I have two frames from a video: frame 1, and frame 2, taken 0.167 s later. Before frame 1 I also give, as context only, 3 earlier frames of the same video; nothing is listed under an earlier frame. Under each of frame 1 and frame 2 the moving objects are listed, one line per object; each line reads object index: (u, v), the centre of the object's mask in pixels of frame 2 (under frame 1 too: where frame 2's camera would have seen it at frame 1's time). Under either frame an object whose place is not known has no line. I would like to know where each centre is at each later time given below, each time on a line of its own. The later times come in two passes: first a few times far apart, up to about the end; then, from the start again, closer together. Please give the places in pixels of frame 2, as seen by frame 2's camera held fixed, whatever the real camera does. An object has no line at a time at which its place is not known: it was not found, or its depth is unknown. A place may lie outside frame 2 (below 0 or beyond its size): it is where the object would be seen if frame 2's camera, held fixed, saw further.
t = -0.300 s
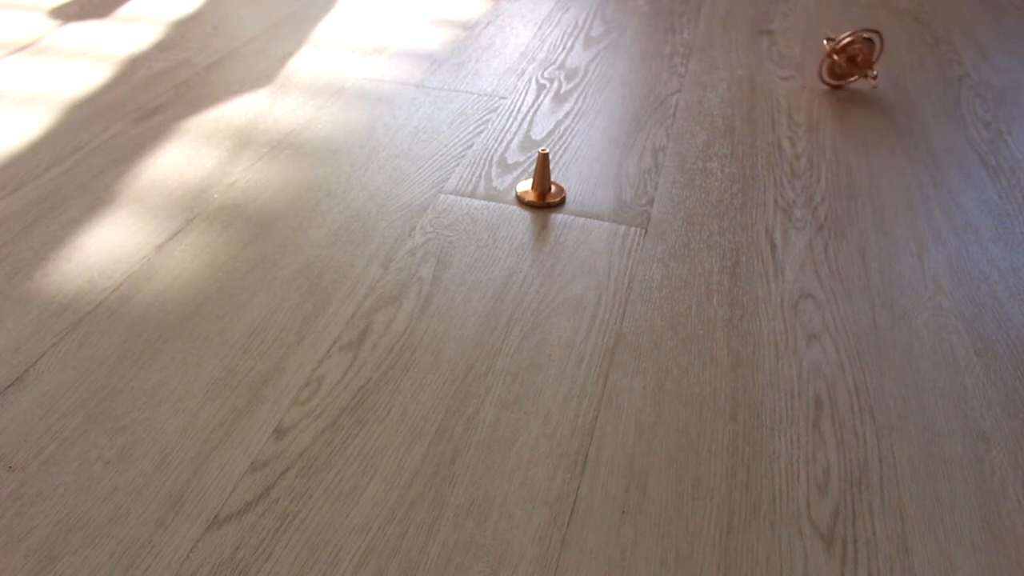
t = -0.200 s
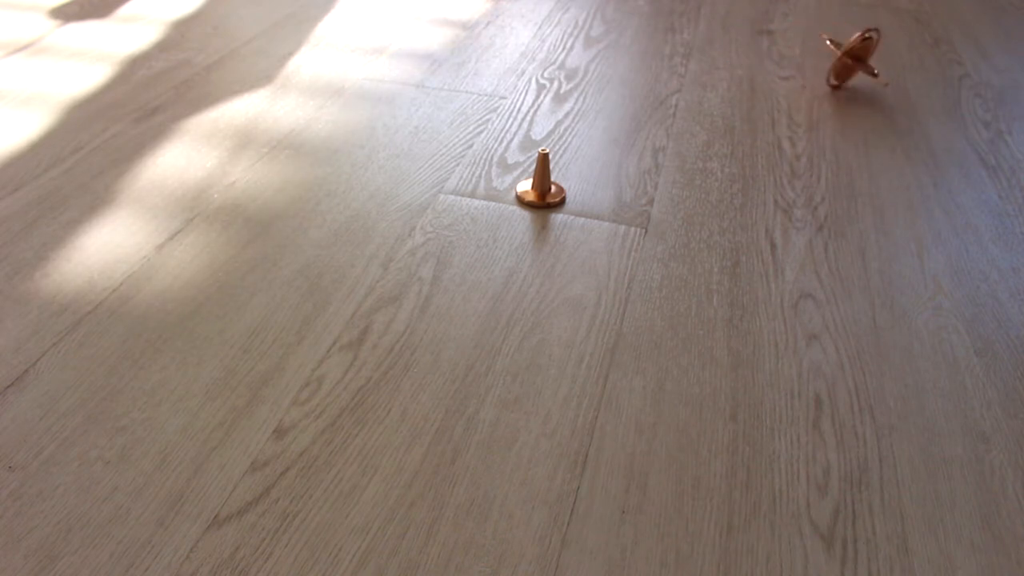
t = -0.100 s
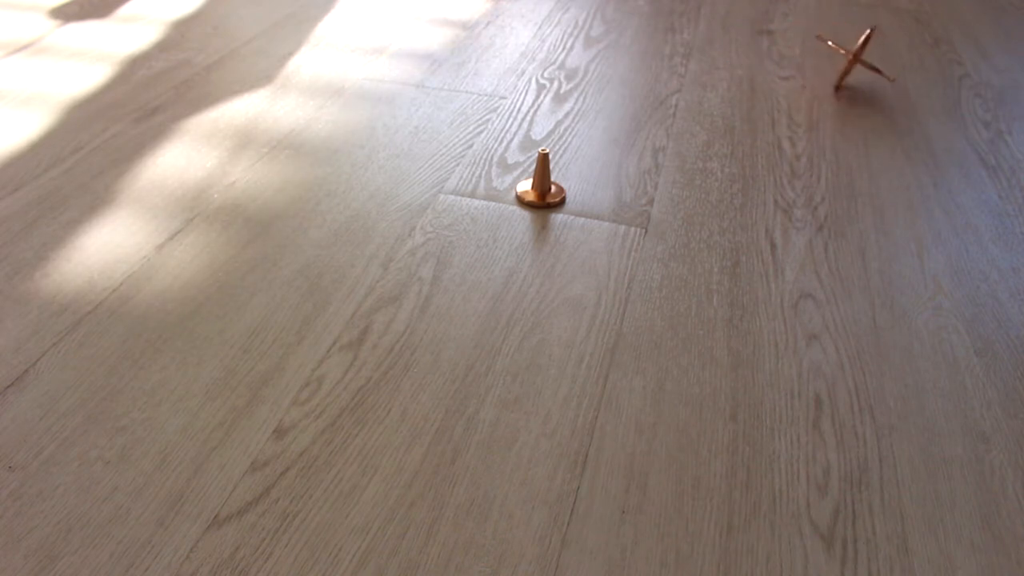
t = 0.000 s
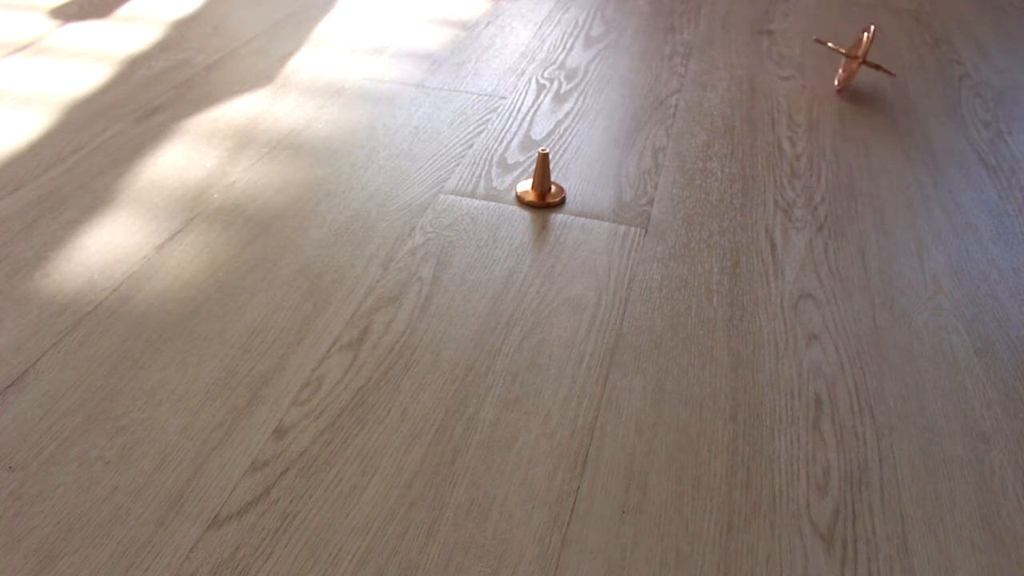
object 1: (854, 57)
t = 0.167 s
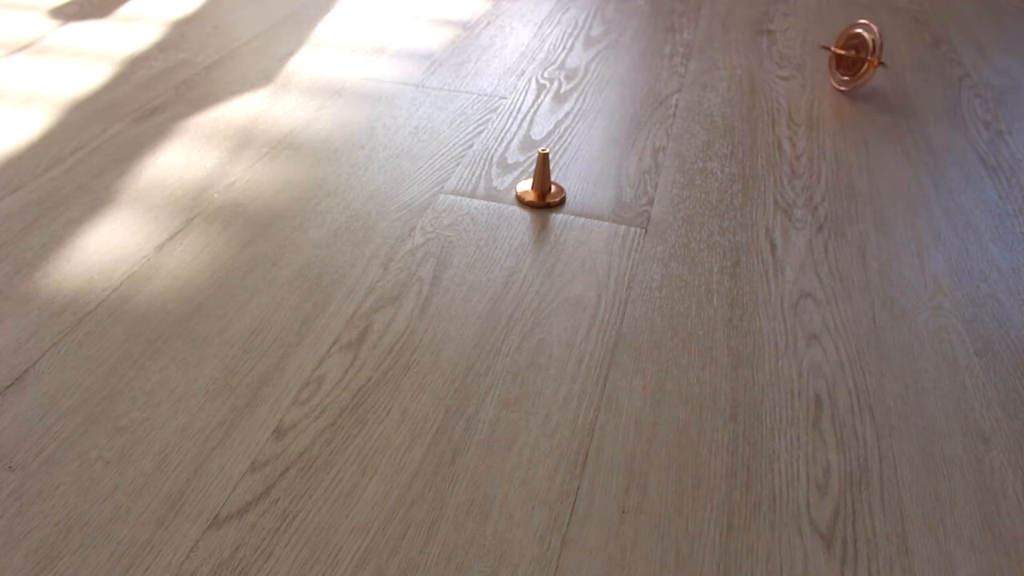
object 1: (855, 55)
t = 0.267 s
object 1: (855, 55)
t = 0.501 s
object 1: (854, 55)
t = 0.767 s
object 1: (855, 55)
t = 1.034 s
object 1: (855, 56)
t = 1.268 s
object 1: (859, 59)
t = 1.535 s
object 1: (876, 63)
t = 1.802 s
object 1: (886, 61)
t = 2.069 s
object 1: (881, 55)
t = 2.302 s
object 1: (873, 53)
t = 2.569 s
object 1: (868, 54)
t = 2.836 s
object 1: (871, 59)
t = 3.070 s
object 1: (887, 63)
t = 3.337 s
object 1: (898, 63)
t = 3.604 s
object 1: (895, 56)
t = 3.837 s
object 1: (882, 54)
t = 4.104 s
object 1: (876, 58)
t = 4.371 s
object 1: (885, 62)
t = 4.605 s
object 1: (897, 63)
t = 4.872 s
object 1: (900, 61)
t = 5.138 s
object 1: (896, 60)
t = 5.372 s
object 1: (895, 59)
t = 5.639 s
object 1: (894, 62)
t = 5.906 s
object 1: (908, 66)
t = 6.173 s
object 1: (918, 66)
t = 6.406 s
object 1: (913, 61)
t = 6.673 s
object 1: (901, 59)
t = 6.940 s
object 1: (903, 67)
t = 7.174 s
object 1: (928, 74)
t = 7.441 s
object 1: (925, 65)
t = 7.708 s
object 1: (898, 63)
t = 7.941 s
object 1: (919, 75)
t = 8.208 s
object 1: (938, 75)
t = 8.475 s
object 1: (918, 74)
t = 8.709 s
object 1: (909, 83)
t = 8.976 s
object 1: (888, 86)
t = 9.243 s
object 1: (889, 86)
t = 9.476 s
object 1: (895, 86)
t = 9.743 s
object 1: (903, 84)
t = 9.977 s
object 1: (906, 83)
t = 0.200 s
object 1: (855, 56)
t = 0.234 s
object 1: (855, 55)
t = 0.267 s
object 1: (855, 55)
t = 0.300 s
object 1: (854, 55)
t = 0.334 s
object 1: (854, 55)
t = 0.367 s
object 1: (854, 55)
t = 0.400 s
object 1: (854, 55)
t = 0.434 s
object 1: (854, 55)
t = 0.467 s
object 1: (854, 55)
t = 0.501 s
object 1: (854, 55)
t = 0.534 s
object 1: (854, 55)
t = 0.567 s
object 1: (854, 55)
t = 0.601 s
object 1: (854, 55)
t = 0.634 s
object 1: (854, 55)
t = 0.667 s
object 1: (854, 55)
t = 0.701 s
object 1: (854, 55)
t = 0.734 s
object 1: (854, 55)
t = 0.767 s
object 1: (855, 55)
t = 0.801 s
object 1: (855, 55)
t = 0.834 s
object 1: (855, 55)
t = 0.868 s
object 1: (856, 55)
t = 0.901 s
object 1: (856, 55)
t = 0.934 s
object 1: (855, 55)
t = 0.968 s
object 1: (855, 56)
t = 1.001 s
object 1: (855, 56)
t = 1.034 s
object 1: (855, 56)
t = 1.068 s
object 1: (855, 57)
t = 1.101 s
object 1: (856, 56)
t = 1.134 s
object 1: (856, 57)
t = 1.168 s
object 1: (856, 57)
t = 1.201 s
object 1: (857, 57)
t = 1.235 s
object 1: (858, 58)
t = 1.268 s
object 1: (859, 59)
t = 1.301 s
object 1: (860, 59)
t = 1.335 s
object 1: (862, 60)
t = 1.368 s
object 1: (864, 61)
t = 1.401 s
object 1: (866, 61)
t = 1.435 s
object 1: (869, 61)
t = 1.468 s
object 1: (871, 62)
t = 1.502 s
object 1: (874, 62)
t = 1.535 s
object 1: (876, 63)
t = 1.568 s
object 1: (878, 63)
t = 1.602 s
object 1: (880, 63)
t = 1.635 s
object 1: (882, 63)
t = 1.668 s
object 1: (883, 62)
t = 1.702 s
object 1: (885, 62)
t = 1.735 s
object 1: (885, 62)
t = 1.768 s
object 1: (886, 62)
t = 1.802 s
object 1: (886, 61)
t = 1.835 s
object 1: (887, 60)
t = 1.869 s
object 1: (887, 58)
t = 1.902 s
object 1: (886, 57)
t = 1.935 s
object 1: (885, 57)
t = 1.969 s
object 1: (885, 56)
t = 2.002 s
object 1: (883, 56)
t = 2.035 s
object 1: (882, 55)
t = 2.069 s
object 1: (881, 55)
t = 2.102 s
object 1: (880, 54)
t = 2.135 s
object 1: (879, 54)
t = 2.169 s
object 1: (878, 54)
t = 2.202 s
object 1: (877, 54)
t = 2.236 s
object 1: (875, 53)
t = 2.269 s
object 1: (874, 53)
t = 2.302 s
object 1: (873, 53)
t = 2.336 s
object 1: (872, 53)
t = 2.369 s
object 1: (871, 53)
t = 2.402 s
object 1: (870, 53)
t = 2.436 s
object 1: (869, 53)
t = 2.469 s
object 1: (869, 53)
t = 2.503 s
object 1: (868, 53)
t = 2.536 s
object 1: (868, 53)
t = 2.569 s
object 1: (868, 54)
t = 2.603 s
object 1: (868, 55)
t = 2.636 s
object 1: (868, 55)
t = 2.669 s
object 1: (868, 56)
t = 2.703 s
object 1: (869, 56)
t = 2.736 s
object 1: (869, 57)
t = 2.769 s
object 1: (869, 57)
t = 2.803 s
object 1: (870, 58)
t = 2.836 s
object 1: (871, 59)
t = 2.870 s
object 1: (873, 59)
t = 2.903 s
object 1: (875, 60)
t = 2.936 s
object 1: (877, 61)
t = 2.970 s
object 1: (880, 61)
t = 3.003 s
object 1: (882, 62)
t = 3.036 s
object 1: (885, 62)
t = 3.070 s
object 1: (887, 63)
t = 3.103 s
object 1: (890, 63)
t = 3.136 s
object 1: (892, 63)
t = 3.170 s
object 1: (894, 63)
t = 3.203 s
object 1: (895, 63)
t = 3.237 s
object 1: (896, 62)
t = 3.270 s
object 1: (897, 61)
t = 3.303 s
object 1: (898, 62)
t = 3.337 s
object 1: (898, 63)
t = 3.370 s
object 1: (898, 62)
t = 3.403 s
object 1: (899, 60)
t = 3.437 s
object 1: (899, 59)
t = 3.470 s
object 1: (899, 58)
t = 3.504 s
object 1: (898, 58)
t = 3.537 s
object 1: (897, 57)
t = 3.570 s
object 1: (896, 57)
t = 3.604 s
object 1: (895, 56)
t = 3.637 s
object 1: (893, 56)
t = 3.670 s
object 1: (892, 56)
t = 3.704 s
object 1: (890, 55)
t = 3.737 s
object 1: (889, 55)
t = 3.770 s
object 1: (887, 55)
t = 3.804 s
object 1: (885, 55)
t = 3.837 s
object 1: (882, 54)
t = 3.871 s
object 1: (881, 54)
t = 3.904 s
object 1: (879, 54)
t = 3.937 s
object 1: (878, 54)
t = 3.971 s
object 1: (878, 55)
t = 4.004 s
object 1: (877, 55)
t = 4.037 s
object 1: (877, 56)
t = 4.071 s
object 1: (876, 56)
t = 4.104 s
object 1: (876, 58)
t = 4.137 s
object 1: (876, 58)
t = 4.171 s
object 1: (877, 59)
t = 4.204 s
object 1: (878, 60)
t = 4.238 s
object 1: (879, 60)
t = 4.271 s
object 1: (880, 60)
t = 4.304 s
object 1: (881, 61)
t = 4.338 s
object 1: (883, 62)
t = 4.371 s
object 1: (885, 62)
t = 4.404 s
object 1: (887, 62)
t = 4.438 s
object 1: (889, 63)
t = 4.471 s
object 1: (891, 63)
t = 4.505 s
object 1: (893, 64)
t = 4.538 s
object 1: (894, 63)
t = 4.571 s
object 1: (896, 63)
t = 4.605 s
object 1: (897, 63)
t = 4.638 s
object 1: (899, 64)
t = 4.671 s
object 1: (899, 63)
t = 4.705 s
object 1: (899, 62)
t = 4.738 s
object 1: (898, 63)
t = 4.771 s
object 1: (899, 63)
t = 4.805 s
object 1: (900, 62)
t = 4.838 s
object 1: (900, 61)
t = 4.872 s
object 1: (900, 61)
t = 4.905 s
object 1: (900, 60)
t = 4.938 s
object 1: (899, 60)
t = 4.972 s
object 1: (899, 60)
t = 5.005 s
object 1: (898, 60)
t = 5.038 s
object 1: (898, 60)
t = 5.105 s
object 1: (897, 60)
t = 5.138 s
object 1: (896, 60)
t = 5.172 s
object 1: (896, 59)
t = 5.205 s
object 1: (895, 59)
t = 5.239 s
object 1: (895, 59)
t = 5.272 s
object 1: (895, 59)
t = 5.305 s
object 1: (895, 59)
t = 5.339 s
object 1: (895, 59)
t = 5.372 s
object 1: (895, 59)
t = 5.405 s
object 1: (894, 59)
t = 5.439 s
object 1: (894, 59)
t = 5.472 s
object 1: (894, 60)
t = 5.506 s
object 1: (894, 60)
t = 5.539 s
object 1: (894, 61)
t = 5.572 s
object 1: (894, 61)
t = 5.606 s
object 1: (895, 61)
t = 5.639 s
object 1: (894, 62)
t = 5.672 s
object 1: (896, 63)
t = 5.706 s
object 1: (897, 63)
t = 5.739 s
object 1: (899, 64)
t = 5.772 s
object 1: (900, 64)
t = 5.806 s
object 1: (902, 65)
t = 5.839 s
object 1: (904, 65)
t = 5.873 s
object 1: (906, 66)
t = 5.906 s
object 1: (908, 66)
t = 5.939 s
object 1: (911, 67)
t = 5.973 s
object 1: (913, 68)
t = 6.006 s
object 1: (914, 68)
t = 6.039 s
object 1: (916, 67)
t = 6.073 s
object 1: (917, 67)
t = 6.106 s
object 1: (917, 66)
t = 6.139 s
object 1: (918, 66)
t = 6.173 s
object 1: (918, 66)
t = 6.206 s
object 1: (918, 65)
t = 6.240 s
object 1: (918, 64)
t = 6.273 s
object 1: (917, 63)
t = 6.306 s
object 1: (917, 62)
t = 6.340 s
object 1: (916, 61)
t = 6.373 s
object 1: (914, 61)
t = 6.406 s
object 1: (913, 61)
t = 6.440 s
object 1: (912, 60)
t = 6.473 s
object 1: (910, 60)
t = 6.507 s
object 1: (909, 60)
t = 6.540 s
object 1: (907, 59)
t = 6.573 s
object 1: (905, 59)
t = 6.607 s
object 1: (903, 59)
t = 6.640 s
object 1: (902, 59)
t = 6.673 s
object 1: (901, 59)
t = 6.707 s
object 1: (899, 60)
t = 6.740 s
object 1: (898, 60)
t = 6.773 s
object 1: (898, 61)
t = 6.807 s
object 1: (898, 61)
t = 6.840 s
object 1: (898, 63)
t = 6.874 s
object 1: (898, 64)
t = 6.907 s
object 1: (900, 66)
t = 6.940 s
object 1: (903, 67)
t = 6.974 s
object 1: (905, 68)
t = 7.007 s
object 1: (908, 70)
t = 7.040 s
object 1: (912, 71)
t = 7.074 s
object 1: (916, 72)
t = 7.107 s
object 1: (921, 74)
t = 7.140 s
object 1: (924, 74)
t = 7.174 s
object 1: (928, 74)
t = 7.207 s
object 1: (931, 74)
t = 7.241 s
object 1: (932, 73)
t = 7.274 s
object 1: (933, 72)
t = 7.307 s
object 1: (934, 70)
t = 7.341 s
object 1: (933, 68)
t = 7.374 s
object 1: (931, 67)
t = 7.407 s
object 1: (929, 66)
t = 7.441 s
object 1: (925, 65)
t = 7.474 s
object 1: (921, 64)
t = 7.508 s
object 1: (917, 63)
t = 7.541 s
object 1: (913, 62)
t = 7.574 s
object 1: (909, 62)
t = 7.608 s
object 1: (906, 62)
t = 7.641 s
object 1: (903, 62)
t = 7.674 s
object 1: (900, 63)
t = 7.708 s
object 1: (898, 63)
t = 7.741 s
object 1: (898, 66)
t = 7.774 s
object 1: (899, 67)
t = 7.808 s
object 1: (904, 69)
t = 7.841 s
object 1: (906, 71)
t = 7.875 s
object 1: (910, 73)
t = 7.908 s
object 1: (914, 74)
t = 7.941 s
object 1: (919, 75)
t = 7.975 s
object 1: (925, 78)
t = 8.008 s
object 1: (928, 78)
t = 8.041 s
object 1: (931, 78)
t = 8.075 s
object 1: (935, 78)
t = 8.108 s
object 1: (937, 77)
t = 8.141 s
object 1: (939, 76)
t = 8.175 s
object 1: (939, 75)
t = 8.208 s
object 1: (938, 75)
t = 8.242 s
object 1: (935, 74)
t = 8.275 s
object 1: (933, 73)
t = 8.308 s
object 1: (930, 73)
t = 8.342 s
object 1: (927, 72)
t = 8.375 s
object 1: (924, 73)
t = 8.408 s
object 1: (923, 72)
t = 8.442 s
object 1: (921, 73)
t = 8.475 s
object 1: (918, 74)
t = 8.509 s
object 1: (916, 75)
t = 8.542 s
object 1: (915, 76)
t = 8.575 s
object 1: (914, 78)
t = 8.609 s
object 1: (914, 79)
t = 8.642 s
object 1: (912, 81)
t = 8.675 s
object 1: (910, 82)
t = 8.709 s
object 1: (909, 83)
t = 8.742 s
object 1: (907, 84)
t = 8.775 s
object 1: (904, 84)
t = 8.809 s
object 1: (900, 85)
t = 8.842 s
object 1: (897, 86)
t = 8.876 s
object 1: (893, 86)
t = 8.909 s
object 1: (890, 86)
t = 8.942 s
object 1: (889, 86)
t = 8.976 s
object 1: (888, 86)
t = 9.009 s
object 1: (887, 86)
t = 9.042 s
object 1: (887, 86)
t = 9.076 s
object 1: (887, 86)
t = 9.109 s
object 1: (887, 86)
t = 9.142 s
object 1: (888, 86)
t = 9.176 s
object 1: (888, 86)
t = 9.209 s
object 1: (888, 86)
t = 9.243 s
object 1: (889, 86)
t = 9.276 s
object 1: (889, 86)
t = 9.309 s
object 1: (890, 86)
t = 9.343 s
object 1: (891, 86)
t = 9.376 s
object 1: (892, 86)
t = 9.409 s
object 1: (893, 86)
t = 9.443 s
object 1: (894, 86)
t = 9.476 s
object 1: (895, 86)
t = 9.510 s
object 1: (896, 86)
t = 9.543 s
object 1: (896, 86)
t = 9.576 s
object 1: (898, 86)
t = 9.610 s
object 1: (899, 85)
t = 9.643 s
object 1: (900, 85)
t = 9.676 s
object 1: (901, 85)
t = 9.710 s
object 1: (902, 85)
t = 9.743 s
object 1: (903, 84)
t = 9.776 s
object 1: (903, 84)
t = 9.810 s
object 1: (904, 84)
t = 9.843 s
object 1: (905, 84)
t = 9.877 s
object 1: (905, 84)
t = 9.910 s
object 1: (905, 84)
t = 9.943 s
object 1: (906, 83)
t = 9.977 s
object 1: (906, 83)
